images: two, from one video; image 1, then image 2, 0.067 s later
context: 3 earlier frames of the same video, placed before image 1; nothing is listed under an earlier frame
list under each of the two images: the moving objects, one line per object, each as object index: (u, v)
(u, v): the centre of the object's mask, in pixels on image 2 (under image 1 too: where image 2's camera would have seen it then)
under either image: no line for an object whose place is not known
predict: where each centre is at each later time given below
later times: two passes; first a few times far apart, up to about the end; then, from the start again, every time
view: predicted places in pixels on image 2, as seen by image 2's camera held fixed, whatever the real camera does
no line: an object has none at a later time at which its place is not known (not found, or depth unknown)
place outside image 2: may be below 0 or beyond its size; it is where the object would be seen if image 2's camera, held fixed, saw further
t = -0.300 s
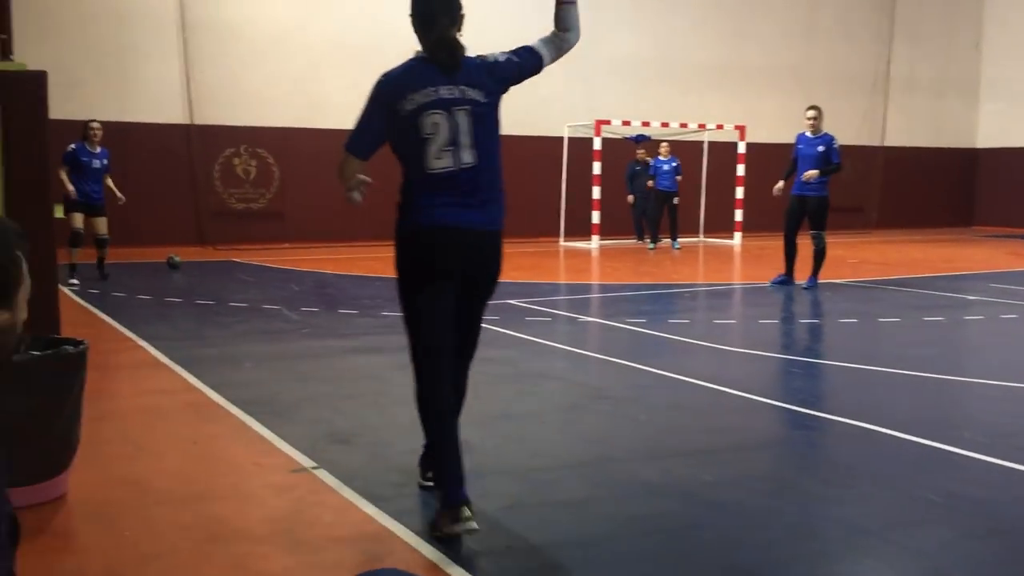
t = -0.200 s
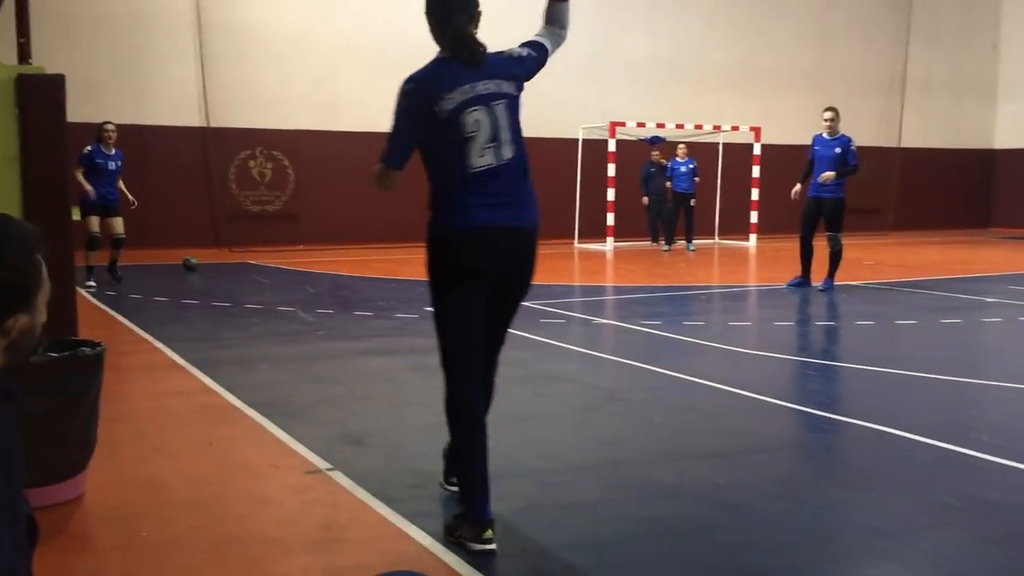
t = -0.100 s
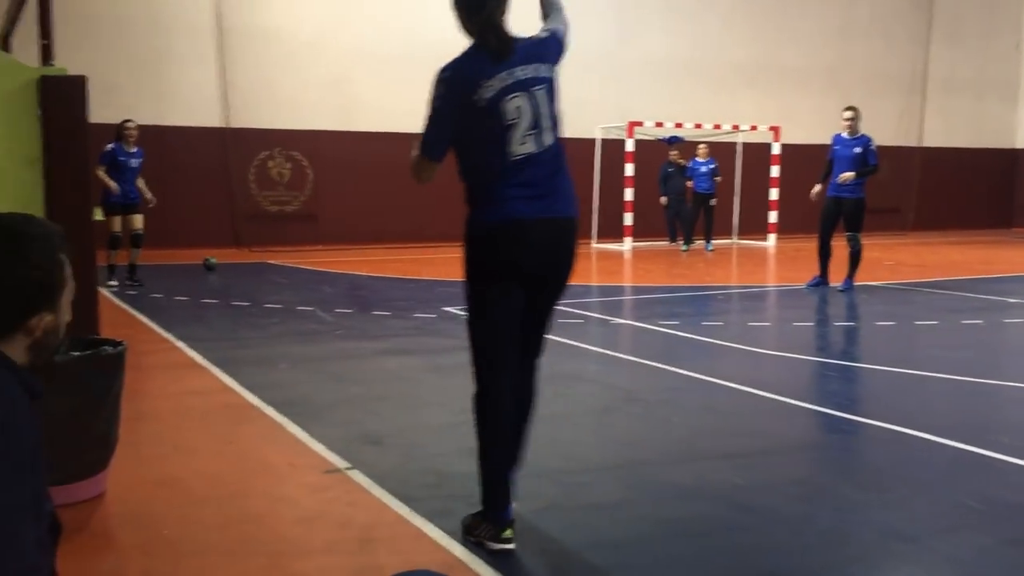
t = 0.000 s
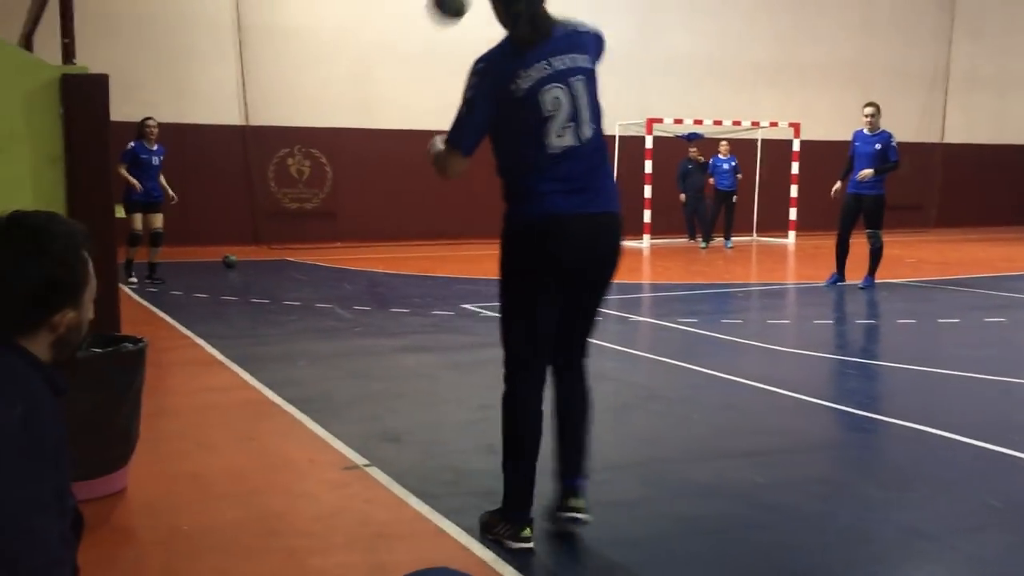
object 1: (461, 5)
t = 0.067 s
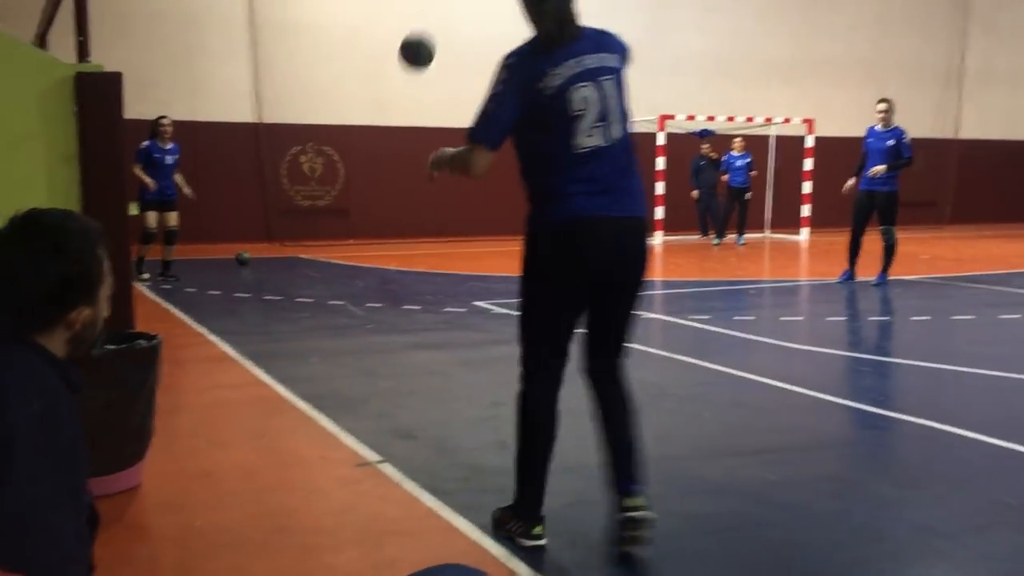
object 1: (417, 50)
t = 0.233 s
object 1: (336, 173)
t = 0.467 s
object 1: (268, 289)
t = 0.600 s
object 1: (258, 220)
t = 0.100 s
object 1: (397, 75)
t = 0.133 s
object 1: (380, 100)
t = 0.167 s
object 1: (363, 125)
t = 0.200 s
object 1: (349, 147)
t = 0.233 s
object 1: (336, 173)
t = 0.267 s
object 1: (323, 195)
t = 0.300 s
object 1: (312, 221)
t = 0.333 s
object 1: (302, 243)
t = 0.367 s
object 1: (290, 269)
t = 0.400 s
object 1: (281, 290)
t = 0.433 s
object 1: (273, 311)
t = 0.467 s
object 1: (268, 289)
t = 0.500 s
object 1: (266, 270)
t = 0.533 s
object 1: (264, 252)
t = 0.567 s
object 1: (261, 234)
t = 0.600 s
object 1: (258, 220)
